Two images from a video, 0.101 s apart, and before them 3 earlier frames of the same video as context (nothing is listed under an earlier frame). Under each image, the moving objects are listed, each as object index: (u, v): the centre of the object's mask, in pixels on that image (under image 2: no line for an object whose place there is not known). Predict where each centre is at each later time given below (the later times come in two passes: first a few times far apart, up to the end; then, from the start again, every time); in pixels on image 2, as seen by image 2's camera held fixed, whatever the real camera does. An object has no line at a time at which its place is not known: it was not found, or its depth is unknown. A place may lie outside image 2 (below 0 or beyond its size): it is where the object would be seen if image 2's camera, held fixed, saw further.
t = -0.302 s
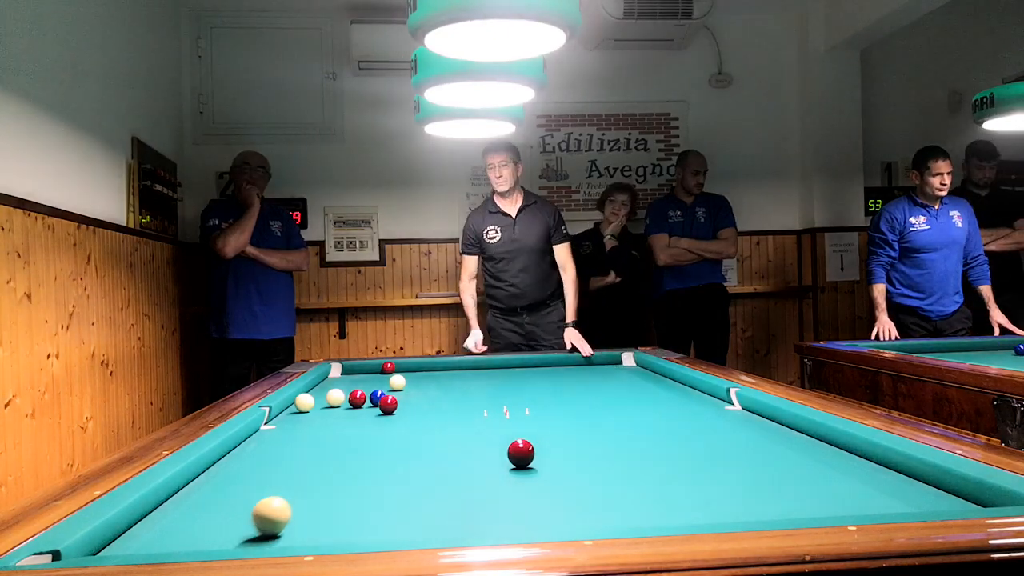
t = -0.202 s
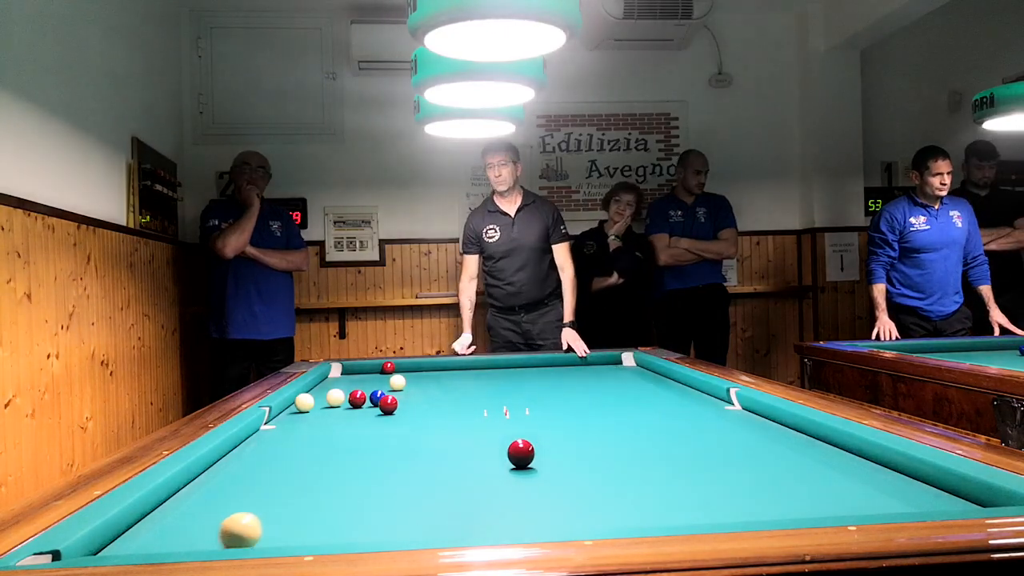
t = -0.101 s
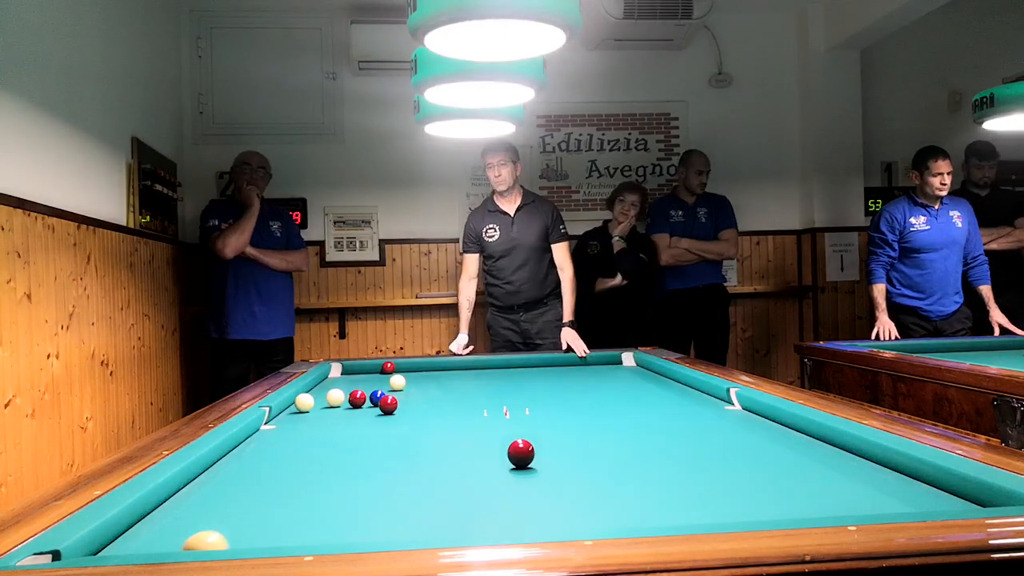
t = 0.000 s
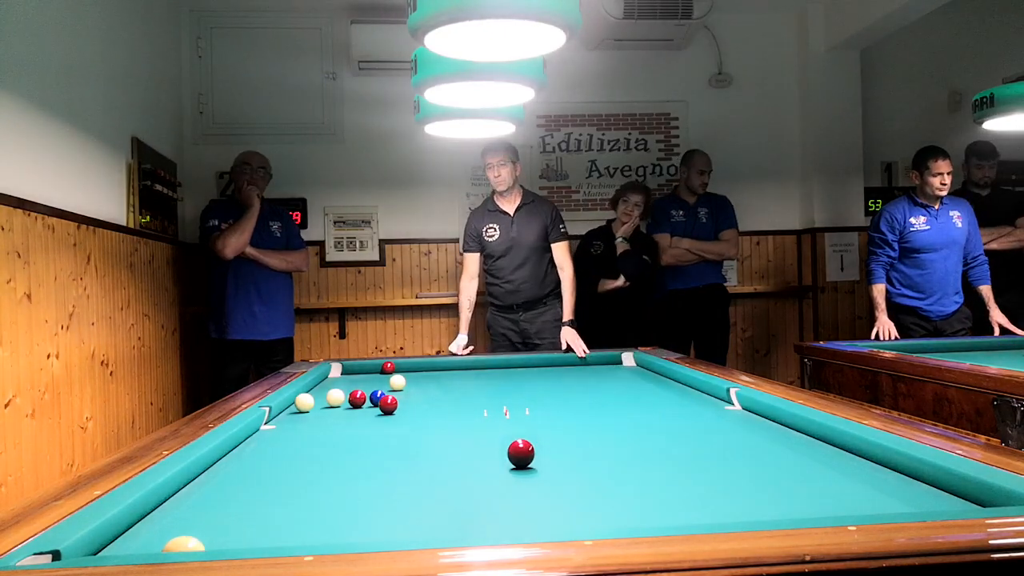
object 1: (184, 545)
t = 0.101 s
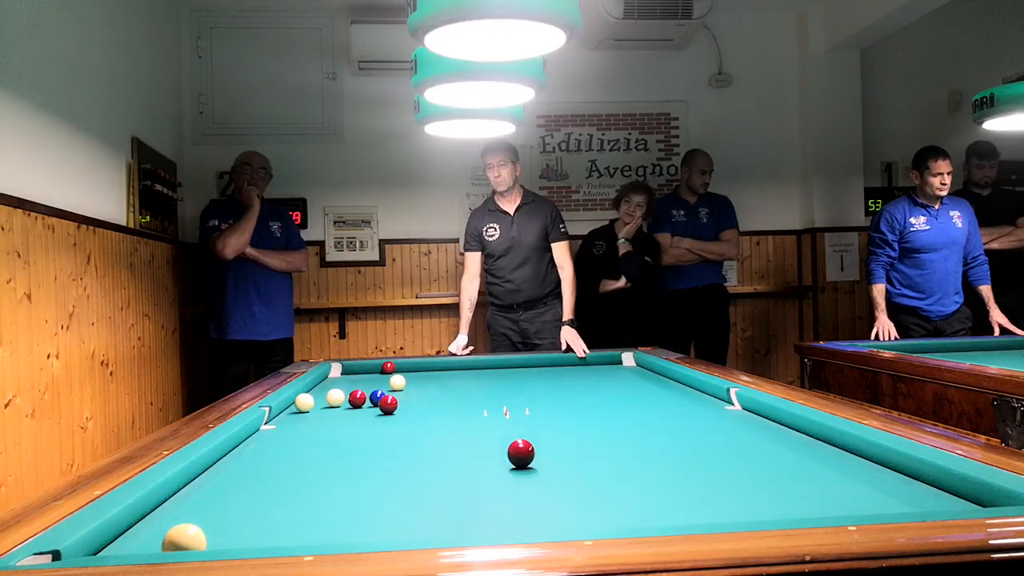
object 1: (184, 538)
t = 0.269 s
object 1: (183, 528)
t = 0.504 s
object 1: (183, 507)
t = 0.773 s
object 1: (186, 488)
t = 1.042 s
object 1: (216, 472)
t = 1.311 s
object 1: (242, 459)
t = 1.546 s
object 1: (261, 450)
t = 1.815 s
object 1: (281, 440)
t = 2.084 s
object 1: (298, 431)
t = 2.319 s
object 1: (311, 424)
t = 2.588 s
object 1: (324, 418)
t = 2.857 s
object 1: (336, 412)
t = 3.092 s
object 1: (345, 407)
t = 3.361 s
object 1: (354, 402)
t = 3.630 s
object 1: (363, 400)
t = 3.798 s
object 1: (367, 399)
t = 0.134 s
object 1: (184, 537)
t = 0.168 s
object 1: (184, 535)
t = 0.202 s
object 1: (183, 533)
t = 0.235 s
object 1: (184, 531)
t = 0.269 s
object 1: (183, 528)
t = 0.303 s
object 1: (183, 524)
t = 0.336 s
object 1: (183, 521)
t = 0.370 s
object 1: (183, 519)
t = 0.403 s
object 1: (183, 516)
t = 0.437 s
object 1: (183, 513)
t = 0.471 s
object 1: (183, 510)
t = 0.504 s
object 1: (183, 507)
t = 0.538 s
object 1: (183, 505)
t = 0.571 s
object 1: (183, 502)
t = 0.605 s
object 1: (183, 500)
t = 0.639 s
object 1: (182, 497)
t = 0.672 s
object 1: (182, 495)
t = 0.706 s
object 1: (183, 493)
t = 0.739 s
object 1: (183, 490)
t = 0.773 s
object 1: (186, 488)
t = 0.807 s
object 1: (190, 486)
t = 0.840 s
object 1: (194, 484)
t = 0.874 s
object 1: (198, 482)
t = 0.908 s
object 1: (202, 480)
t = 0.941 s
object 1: (205, 478)
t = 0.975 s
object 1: (209, 476)
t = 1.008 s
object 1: (213, 474)
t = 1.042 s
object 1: (216, 472)
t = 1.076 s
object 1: (220, 471)
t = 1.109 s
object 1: (223, 469)
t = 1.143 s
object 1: (226, 467)
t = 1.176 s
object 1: (230, 465)
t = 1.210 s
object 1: (233, 464)
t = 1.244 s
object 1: (236, 462)
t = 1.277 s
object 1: (239, 461)
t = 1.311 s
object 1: (242, 459)
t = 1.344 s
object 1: (245, 458)
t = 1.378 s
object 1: (248, 456)
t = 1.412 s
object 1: (250, 455)
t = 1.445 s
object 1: (253, 454)
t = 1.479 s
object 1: (256, 452)
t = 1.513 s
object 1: (259, 451)
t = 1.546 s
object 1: (261, 450)
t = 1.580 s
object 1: (264, 448)
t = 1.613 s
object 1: (266, 447)
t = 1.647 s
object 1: (269, 446)
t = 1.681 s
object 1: (271, 444)
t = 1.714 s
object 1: (274, 443)
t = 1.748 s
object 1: (276, 442)
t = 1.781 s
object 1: (279, 441)
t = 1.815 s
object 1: (281, 440)
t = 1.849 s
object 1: (283, 438)
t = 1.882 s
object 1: (285, 437)
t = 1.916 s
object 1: (287, 436)
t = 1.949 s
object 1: (290, 435)
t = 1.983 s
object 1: (292, 434)
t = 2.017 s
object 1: (294, 433)
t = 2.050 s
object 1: (296, 432)
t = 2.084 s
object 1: (298, 431)
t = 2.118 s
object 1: (300, 430)
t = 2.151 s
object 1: (302, 429)
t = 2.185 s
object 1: (304, 428)
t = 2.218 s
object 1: (306, 427)
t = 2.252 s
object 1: (307, 426)
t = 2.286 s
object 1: (309, 425)
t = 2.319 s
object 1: (311, 424)
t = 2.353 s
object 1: (313, 423)
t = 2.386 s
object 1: (314, 422)
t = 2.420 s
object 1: (316, 421)
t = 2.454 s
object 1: (318, 421)
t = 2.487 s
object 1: (319, 420)
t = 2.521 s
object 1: (321, 419)
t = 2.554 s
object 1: (323, 418)
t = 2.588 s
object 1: (324, 418)
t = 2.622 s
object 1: (326, 417)
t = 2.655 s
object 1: (327, 416)
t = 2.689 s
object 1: (329, 415)
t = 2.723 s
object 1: (330, 414)
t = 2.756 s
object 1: (332, 414)
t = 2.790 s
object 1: (333, 413)
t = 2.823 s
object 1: (335, 412)
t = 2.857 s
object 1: (336, 412)
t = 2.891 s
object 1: (337, 411)
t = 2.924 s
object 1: (339, 410)
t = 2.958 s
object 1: (340, 409)
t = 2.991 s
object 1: (341, 409)
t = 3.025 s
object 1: (342, 408)
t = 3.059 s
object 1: (344, 408)
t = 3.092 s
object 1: (345, 407)
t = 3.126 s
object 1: (346, 406)
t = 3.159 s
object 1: (348, 406)
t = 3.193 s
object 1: (349, 405)
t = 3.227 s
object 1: (350, 405)
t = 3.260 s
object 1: (351, 404)
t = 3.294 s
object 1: (352, 403)
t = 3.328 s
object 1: (353, 403)
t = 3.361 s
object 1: (354, 402)
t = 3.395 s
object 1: (355, 402)
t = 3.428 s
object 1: (356, 401)
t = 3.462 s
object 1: (357, 400)
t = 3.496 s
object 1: (359, 401)
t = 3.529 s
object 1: (360, 400)
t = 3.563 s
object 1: (361, 400)
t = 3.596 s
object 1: (362, 400)
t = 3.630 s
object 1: (363, 400)
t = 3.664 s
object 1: (364, 400)
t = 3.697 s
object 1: (365, 399)
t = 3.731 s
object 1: (366, 399)
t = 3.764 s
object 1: (367, 399)
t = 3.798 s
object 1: (367, 399)
